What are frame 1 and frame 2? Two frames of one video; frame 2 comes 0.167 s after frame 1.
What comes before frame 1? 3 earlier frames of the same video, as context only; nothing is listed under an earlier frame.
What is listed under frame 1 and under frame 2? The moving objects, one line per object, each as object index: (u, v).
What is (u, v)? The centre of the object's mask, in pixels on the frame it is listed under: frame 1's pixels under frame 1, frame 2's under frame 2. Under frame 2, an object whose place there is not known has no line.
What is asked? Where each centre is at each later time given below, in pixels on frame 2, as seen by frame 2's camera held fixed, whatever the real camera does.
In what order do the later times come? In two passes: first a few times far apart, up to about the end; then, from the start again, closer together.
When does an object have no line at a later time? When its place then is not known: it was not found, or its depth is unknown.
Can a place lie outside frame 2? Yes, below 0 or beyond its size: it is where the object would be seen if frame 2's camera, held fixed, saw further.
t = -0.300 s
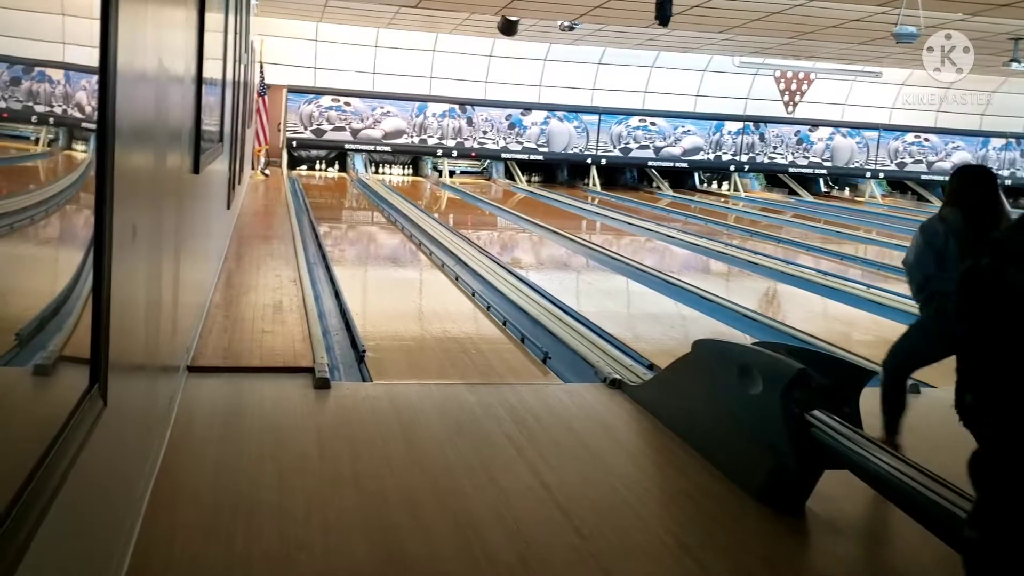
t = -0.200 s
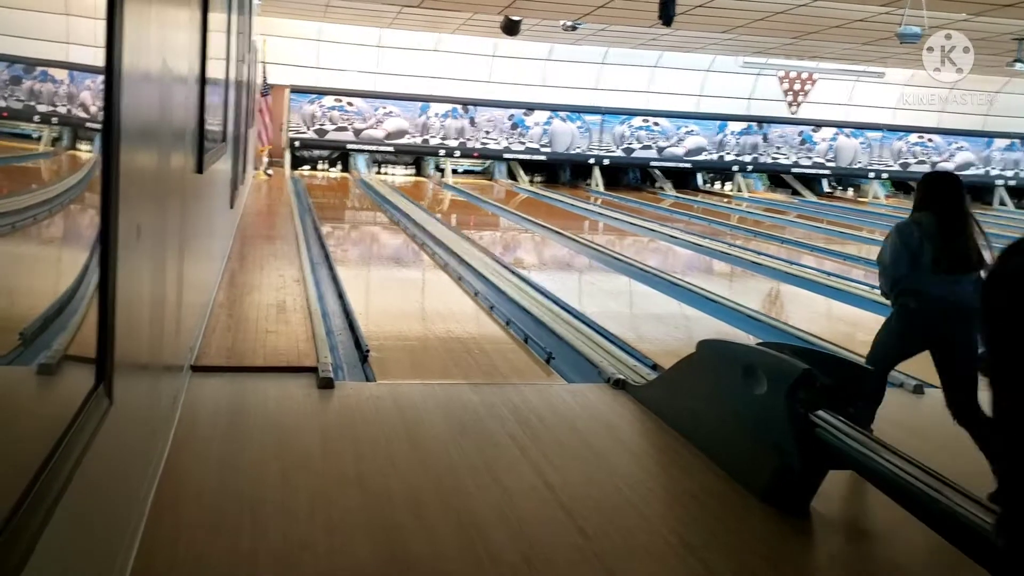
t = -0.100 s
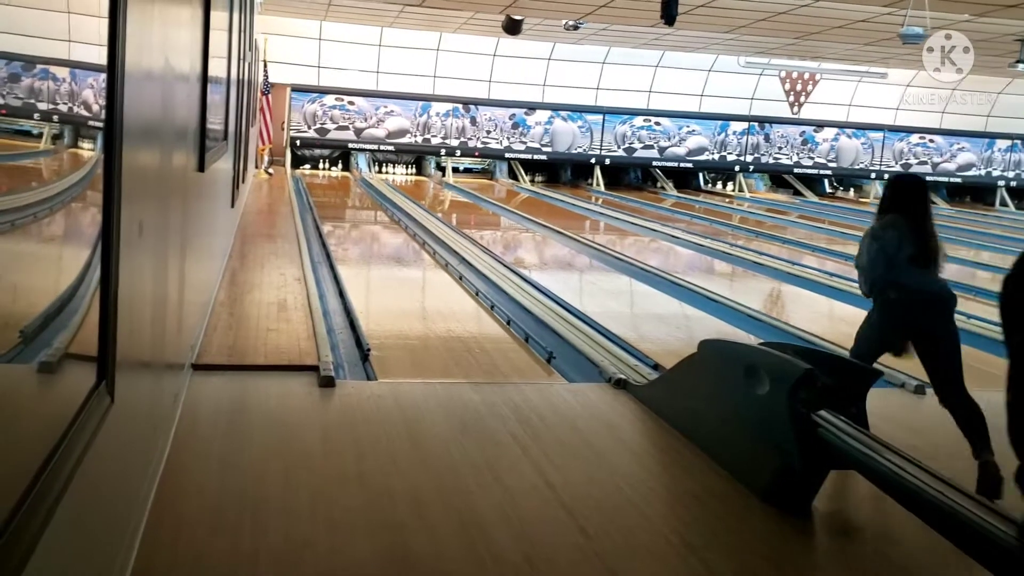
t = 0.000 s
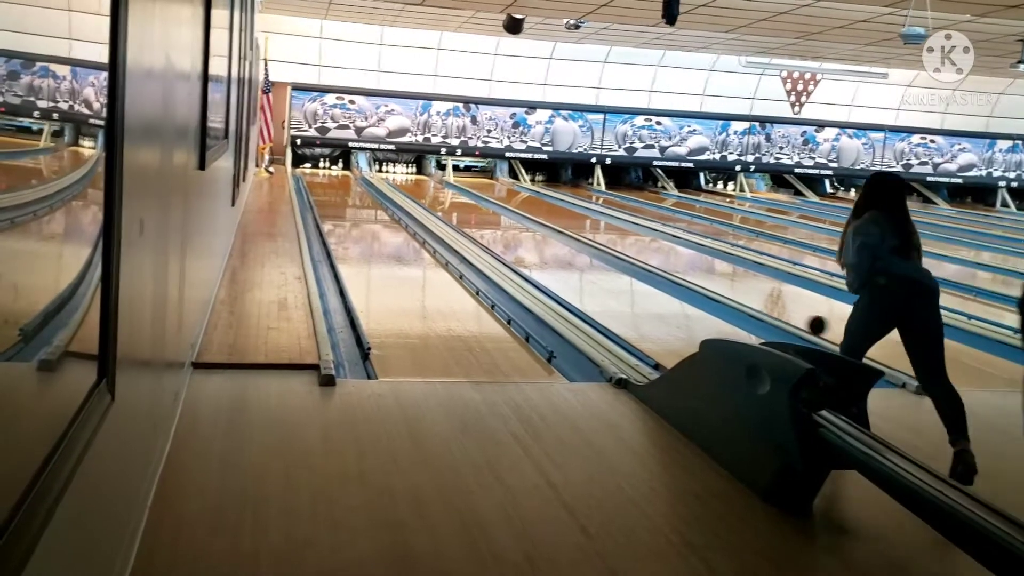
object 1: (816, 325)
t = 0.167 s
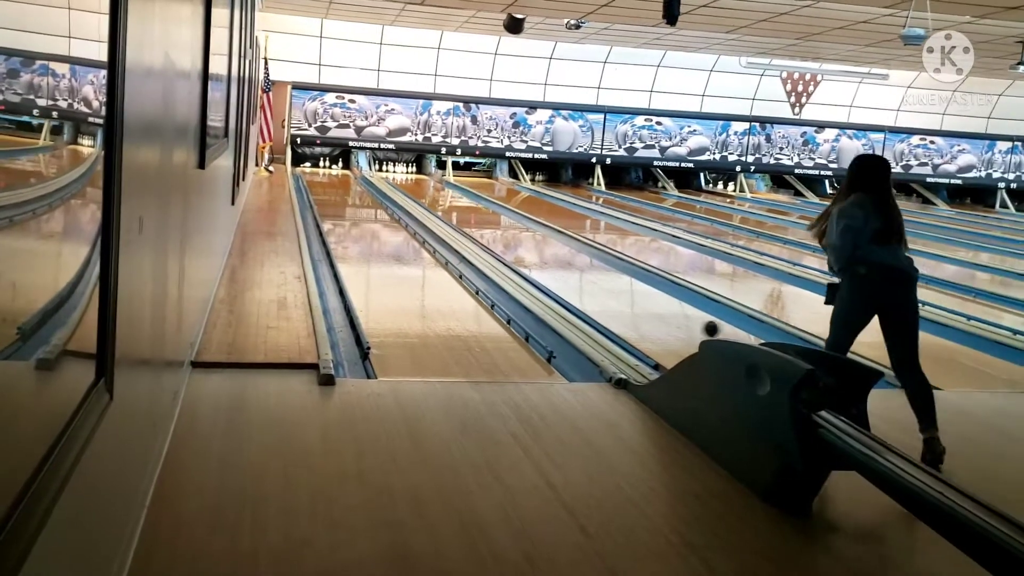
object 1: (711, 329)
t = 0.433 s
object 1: (610, 283)
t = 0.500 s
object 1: (591, 274)
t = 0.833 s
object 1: (522, 242)
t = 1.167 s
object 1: (476, 221)
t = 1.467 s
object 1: (447, 208)
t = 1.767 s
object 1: (424, 198)
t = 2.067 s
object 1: (405, 191)
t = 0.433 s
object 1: (610, 283)
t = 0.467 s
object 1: (600, 279)
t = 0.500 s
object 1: (591, 274)
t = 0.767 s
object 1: (534, 247)
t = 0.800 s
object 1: (528, 244)
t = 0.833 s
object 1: (522, 242)
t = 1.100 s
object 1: (484, 224)
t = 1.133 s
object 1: (480, 223)
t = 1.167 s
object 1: (476, 221)
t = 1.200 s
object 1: (472, 220)
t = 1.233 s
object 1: (468, 218)
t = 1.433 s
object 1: (450, 210)
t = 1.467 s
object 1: (447, 208)
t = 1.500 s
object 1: (444, 207)
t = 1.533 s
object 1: (441, 206)
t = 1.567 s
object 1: (439, 205)
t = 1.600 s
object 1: (436, 203)
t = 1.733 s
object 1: (426, 199)
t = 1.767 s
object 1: (424, 198)
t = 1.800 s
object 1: (422, 197)
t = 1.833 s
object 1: (419, 196)
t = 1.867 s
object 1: (418, 196)
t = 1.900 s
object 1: (415, 194)
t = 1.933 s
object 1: (413, 193)
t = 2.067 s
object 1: (405, 191)
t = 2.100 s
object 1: (403, 190)
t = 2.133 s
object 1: (401, 189)
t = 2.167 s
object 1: (399, 188)
